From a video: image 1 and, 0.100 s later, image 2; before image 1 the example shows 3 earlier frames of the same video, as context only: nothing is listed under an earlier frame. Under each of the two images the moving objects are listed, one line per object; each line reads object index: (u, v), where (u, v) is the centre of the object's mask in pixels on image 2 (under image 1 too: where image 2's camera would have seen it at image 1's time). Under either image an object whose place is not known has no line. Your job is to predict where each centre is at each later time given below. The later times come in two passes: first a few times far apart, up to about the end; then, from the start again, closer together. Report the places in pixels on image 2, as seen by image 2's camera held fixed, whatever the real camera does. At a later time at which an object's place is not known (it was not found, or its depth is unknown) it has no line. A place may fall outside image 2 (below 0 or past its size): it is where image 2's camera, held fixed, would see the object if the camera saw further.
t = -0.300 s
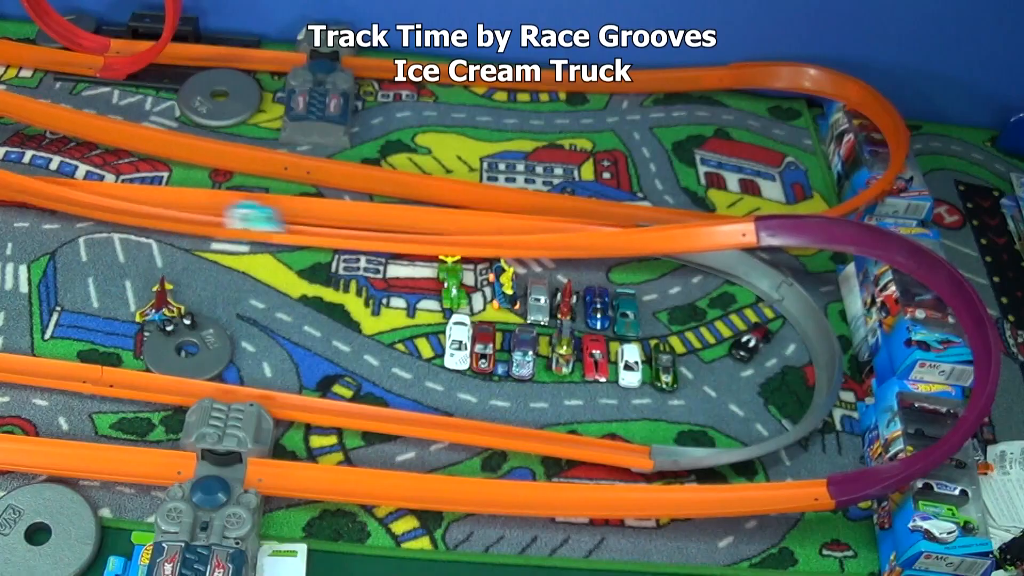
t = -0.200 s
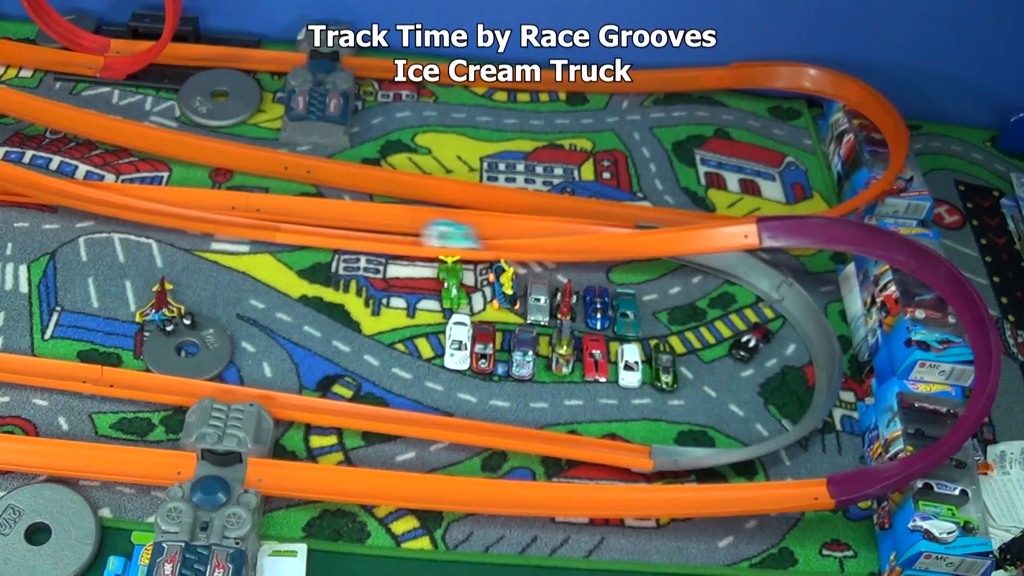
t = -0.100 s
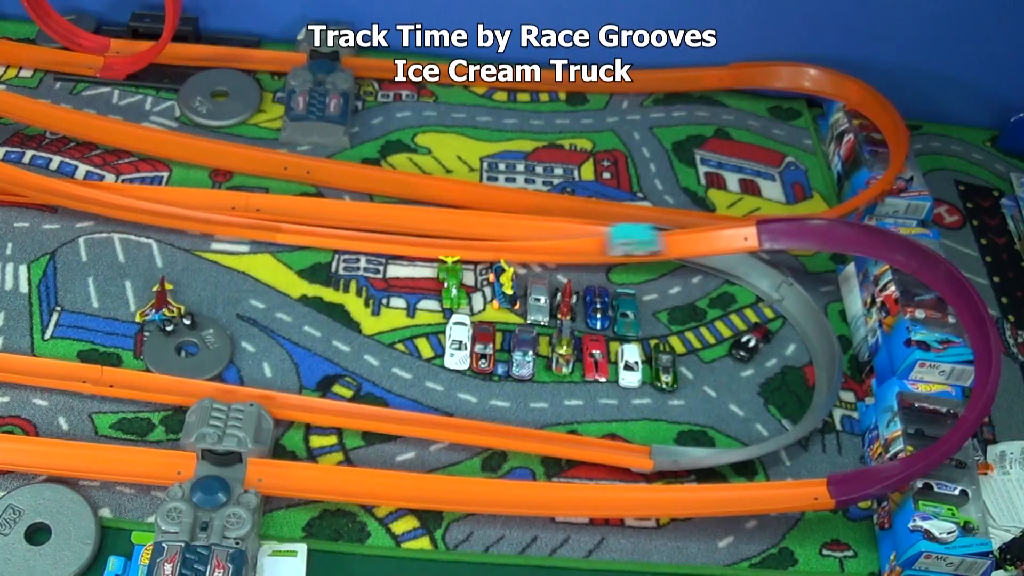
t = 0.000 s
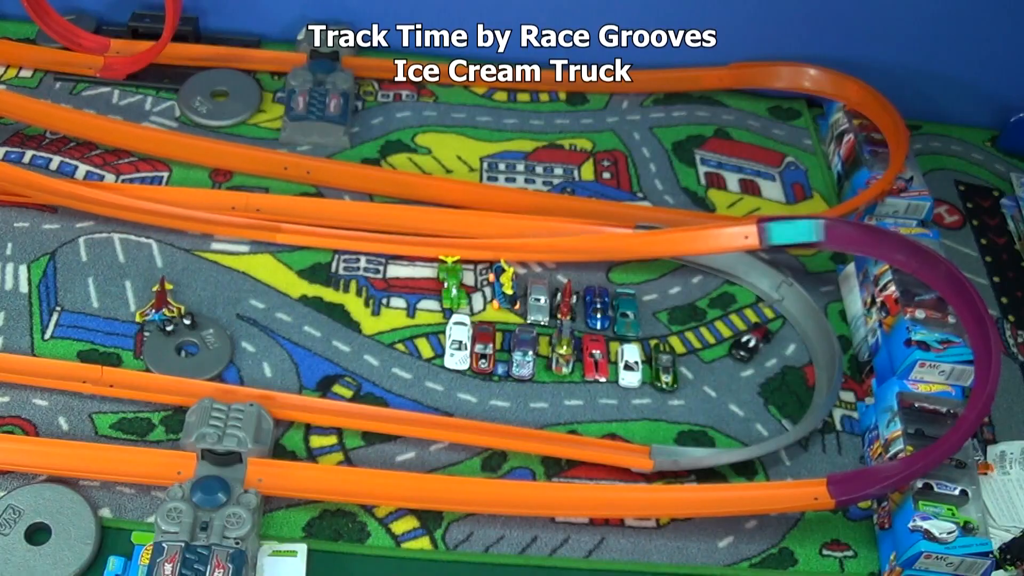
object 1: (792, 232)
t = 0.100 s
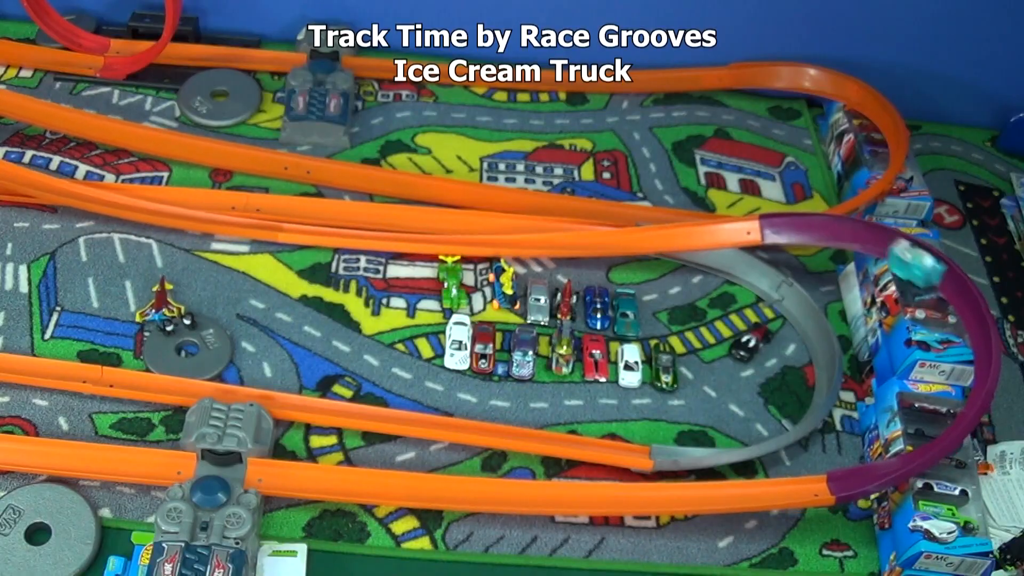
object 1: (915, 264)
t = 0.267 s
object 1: (972, 382)
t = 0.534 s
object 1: (784, 473)
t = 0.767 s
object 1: (612, 468)
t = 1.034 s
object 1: (555, 468)
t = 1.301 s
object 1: (555, 468)
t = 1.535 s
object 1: (555, 468)
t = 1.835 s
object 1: (554, 468)
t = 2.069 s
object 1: (555, 468)
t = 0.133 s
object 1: (941, 287)
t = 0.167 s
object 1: (960, 311)
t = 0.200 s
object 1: (970, 335)
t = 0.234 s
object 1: (975, 359)
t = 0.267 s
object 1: (972, 382)
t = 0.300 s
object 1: (962, 403)
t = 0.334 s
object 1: (944, 422)
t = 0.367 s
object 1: (922, 439)
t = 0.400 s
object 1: (899, 450)
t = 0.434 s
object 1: (874, 458)
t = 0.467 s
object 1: (845, 464)
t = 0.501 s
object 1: (815, 468)
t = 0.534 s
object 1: (784, 473)
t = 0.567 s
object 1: (754, 476)
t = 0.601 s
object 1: (726, 477)
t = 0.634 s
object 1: (700, 478)
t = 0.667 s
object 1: (676, 476)
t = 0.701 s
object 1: (651, 473)
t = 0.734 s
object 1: (630, 469)
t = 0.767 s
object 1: (612, 468)
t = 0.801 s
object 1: (597, 467)
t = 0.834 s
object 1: (584, 466)
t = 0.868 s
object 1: (575, 465)
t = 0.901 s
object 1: (568, 464)
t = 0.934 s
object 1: (562, 464)
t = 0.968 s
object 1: (558, 464)
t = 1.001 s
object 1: (555, 467)
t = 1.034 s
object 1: (555, 468)
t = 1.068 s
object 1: (554, 468)
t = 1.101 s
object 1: (555, 467)
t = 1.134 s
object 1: (555, 468)
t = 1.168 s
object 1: (555, 468)
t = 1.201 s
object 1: (555, 468)
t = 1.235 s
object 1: (555, 468)
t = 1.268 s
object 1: (555, 468)
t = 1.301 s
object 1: (555, 468)
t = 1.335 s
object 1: (555, 468)
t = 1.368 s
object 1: (555, 468)
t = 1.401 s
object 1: (554, 468)
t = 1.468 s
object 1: (555, 468)
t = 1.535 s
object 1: (555, 468)
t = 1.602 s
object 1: (555, 468)
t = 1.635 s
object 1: (554, 468)
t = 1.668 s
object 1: (555, 468)
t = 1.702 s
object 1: (555, 468)
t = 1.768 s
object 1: (554, 468)
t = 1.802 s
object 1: (555, 468)
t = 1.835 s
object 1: (554, 468)
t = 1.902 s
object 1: (555, 468)
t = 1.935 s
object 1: (555, 468)
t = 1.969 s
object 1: (555, 468)
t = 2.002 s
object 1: (555, 468)
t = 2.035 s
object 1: (555, 468)
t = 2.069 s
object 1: (555, 468)
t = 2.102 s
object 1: (555, 468)
